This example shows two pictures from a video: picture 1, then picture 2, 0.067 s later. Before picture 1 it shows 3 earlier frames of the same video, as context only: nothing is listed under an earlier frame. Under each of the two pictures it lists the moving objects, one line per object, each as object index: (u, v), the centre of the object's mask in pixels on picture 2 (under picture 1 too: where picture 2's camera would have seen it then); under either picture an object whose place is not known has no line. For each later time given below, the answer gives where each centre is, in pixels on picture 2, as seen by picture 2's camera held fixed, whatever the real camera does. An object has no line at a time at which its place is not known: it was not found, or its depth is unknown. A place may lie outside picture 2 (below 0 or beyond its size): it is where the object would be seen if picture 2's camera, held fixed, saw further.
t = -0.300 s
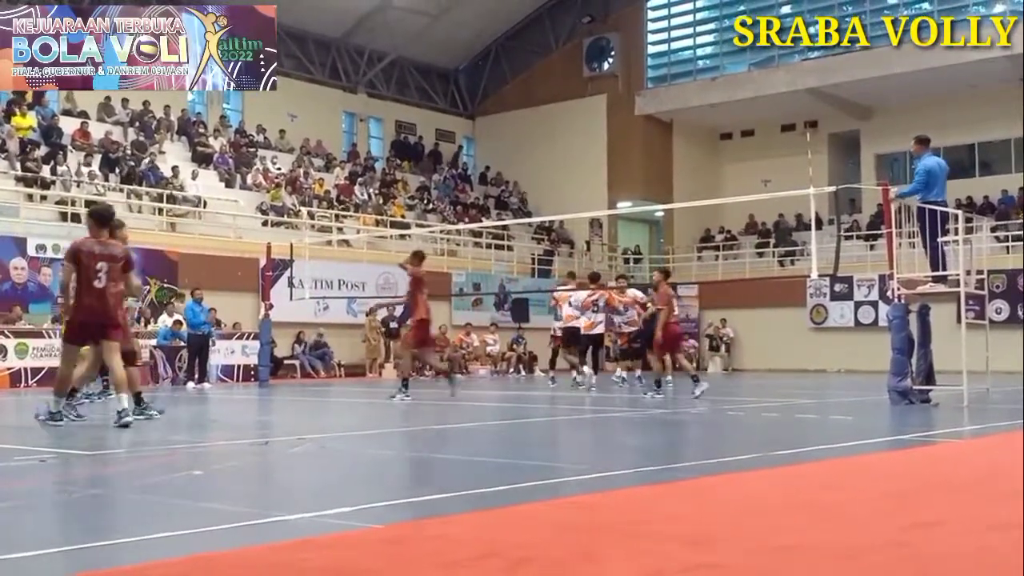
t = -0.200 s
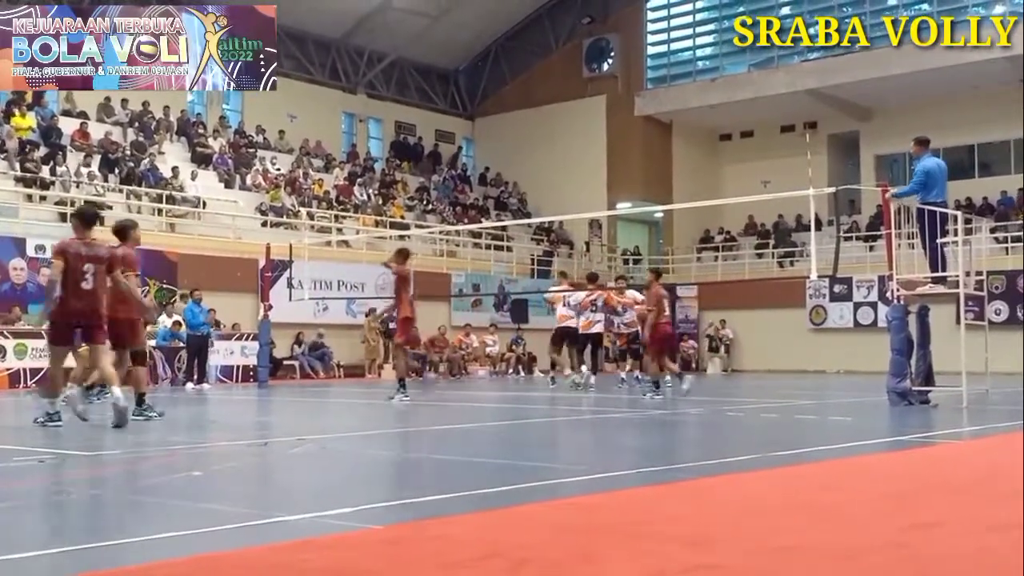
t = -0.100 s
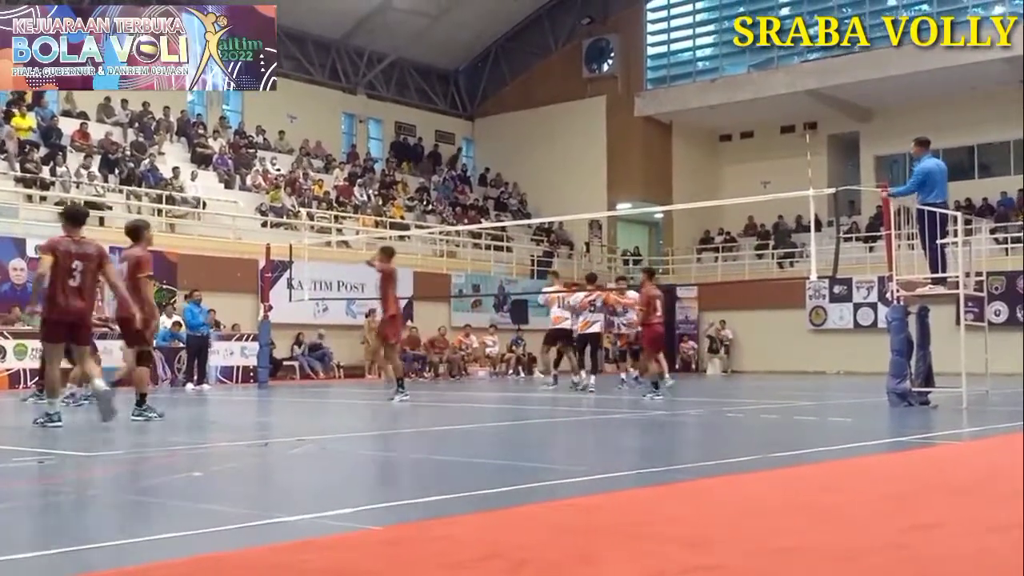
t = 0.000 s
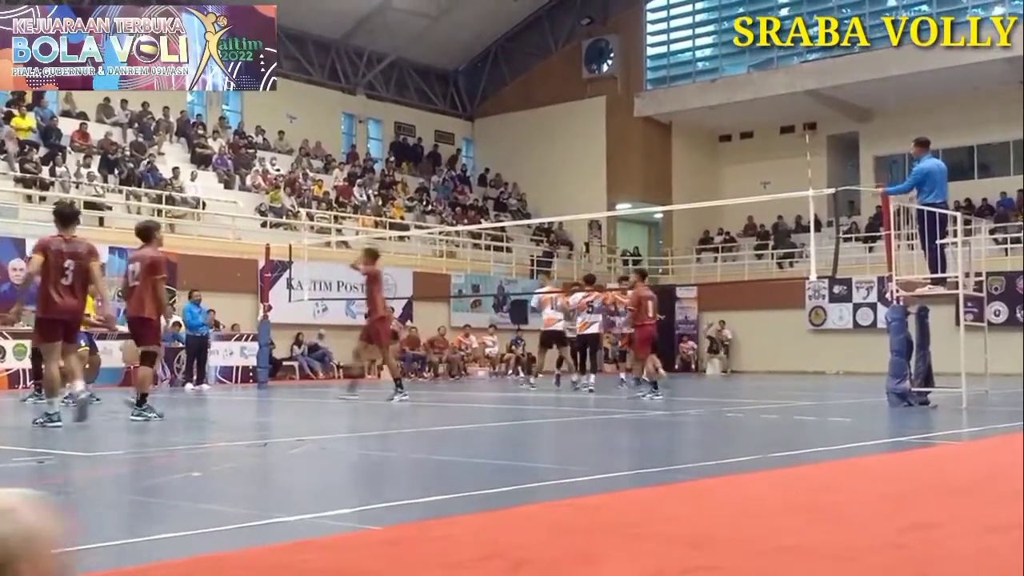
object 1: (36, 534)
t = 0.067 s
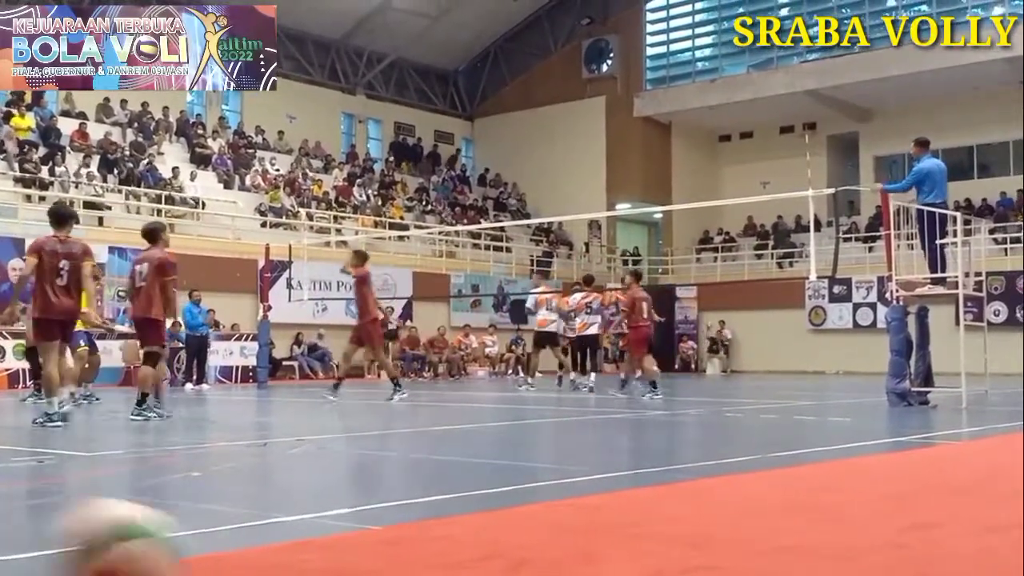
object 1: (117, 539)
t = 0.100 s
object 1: (174, 547)
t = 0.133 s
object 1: (229, 547)
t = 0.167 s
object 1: (267, 538)
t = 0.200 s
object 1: (313, 528)
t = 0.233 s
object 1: (349, 516)
